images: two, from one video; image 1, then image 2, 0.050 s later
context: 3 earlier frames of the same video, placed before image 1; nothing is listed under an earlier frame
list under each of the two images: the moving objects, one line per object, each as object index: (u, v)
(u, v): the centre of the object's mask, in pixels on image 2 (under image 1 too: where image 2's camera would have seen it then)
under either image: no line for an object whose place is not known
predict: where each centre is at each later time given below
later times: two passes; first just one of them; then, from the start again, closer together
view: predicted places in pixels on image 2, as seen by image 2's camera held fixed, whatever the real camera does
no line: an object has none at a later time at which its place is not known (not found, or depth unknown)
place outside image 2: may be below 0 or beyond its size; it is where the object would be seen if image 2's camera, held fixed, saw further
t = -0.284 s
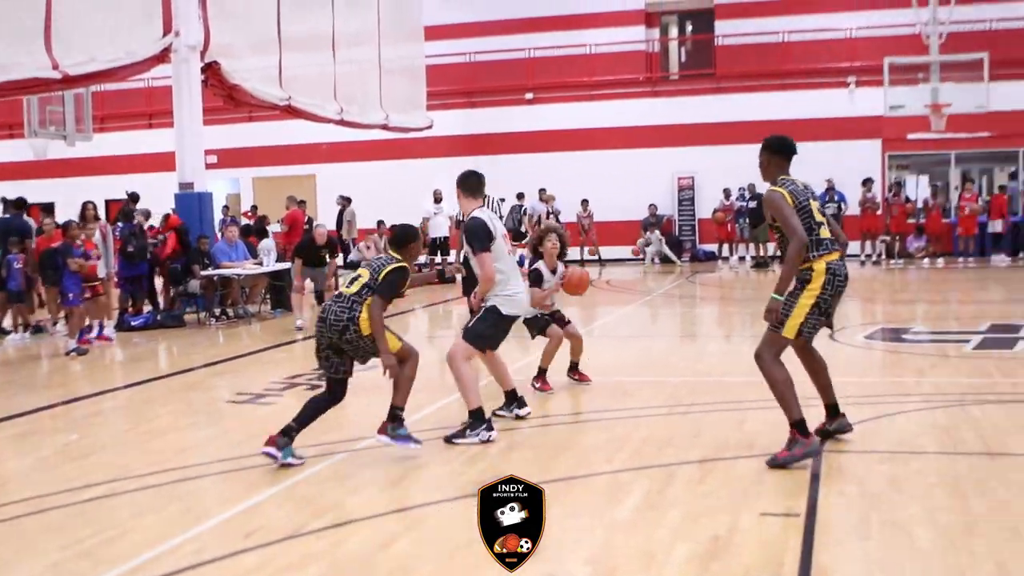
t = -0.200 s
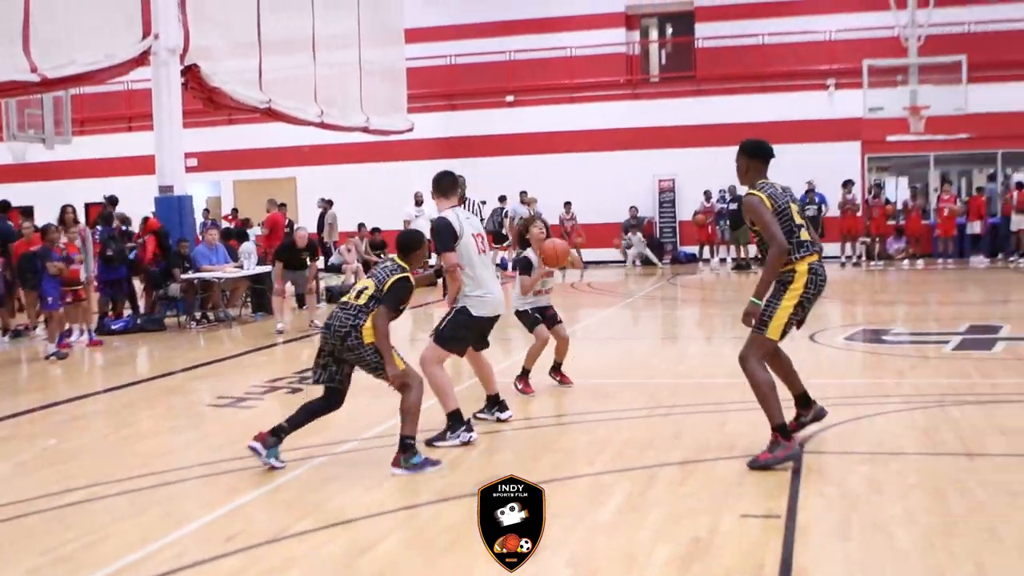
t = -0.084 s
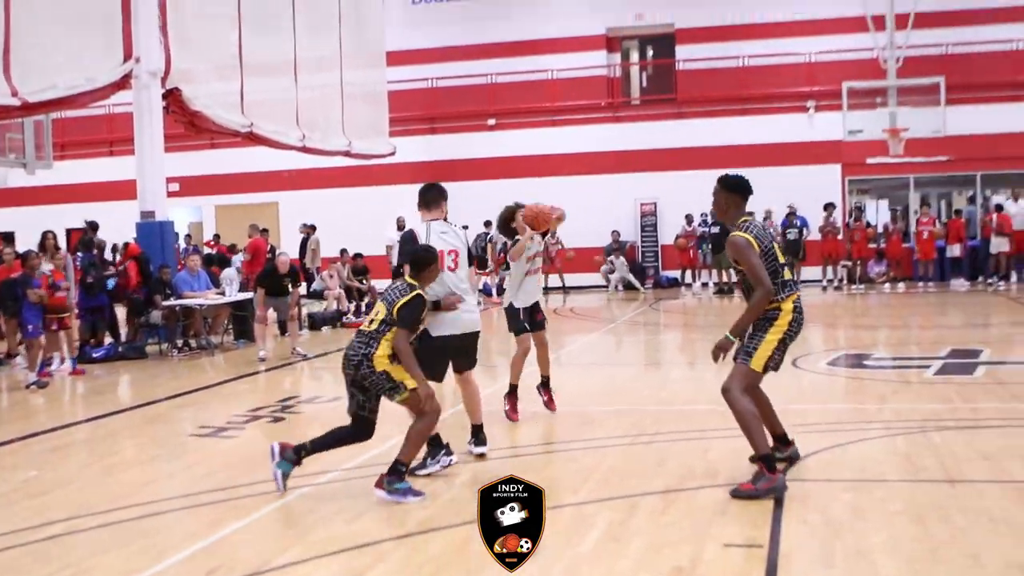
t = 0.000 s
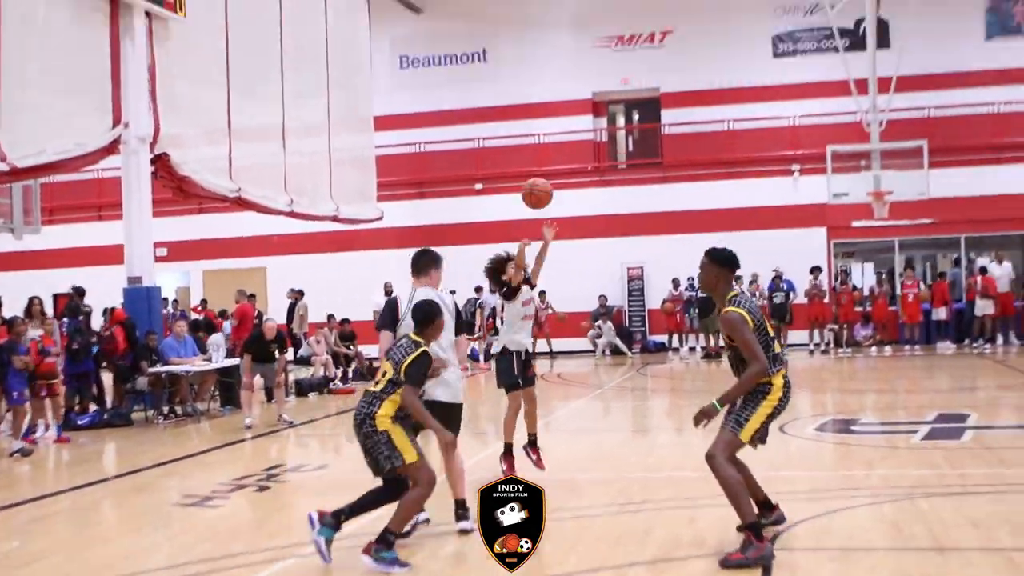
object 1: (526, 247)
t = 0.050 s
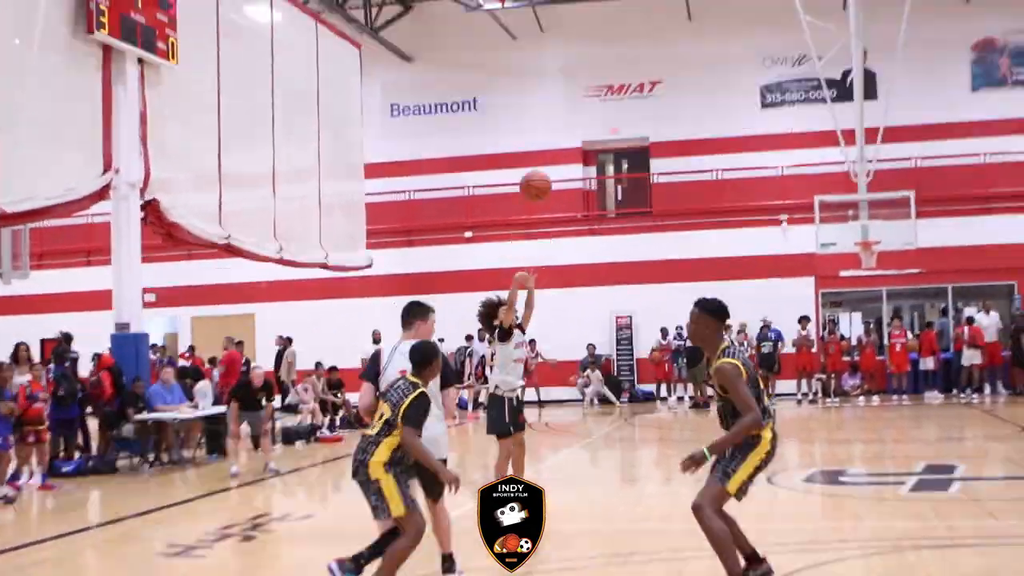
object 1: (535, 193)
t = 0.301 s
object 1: (590, -67)
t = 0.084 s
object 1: (541, 156)
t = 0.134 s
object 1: (552, 103)
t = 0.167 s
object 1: (559, 67)
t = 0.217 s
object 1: (569, 17)
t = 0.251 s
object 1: (577, -17)
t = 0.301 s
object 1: (590, -67)
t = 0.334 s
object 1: (597, -99)
